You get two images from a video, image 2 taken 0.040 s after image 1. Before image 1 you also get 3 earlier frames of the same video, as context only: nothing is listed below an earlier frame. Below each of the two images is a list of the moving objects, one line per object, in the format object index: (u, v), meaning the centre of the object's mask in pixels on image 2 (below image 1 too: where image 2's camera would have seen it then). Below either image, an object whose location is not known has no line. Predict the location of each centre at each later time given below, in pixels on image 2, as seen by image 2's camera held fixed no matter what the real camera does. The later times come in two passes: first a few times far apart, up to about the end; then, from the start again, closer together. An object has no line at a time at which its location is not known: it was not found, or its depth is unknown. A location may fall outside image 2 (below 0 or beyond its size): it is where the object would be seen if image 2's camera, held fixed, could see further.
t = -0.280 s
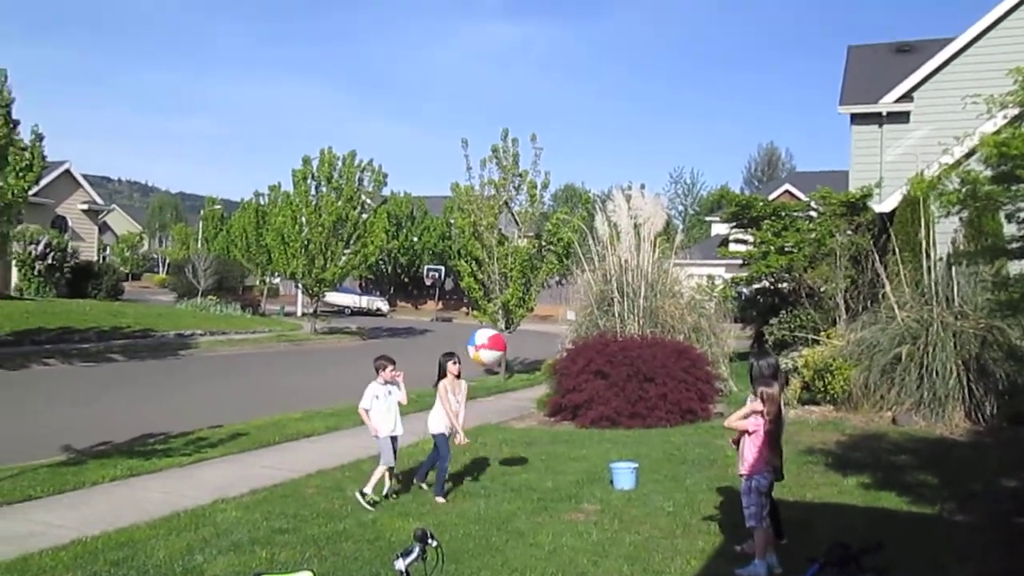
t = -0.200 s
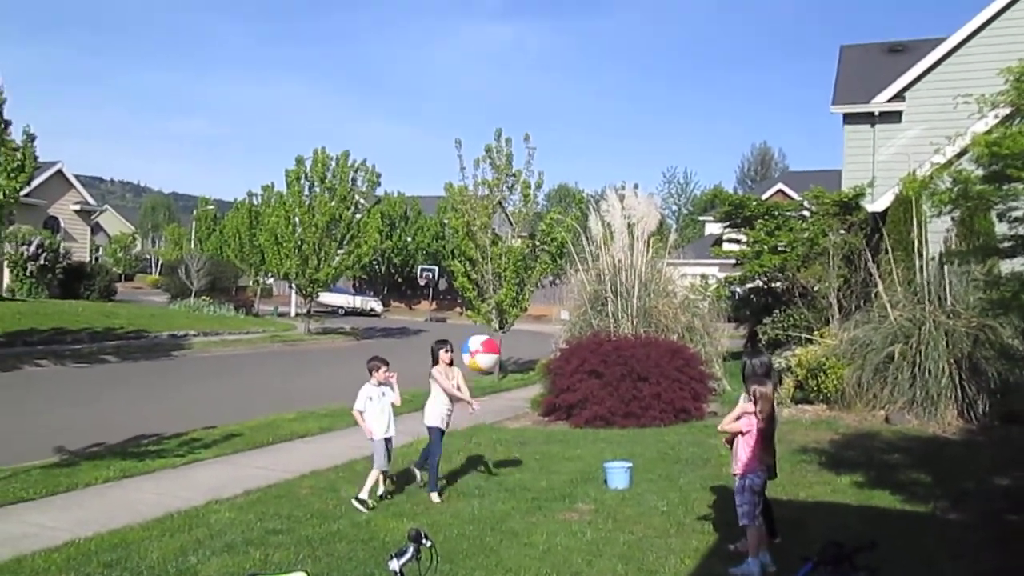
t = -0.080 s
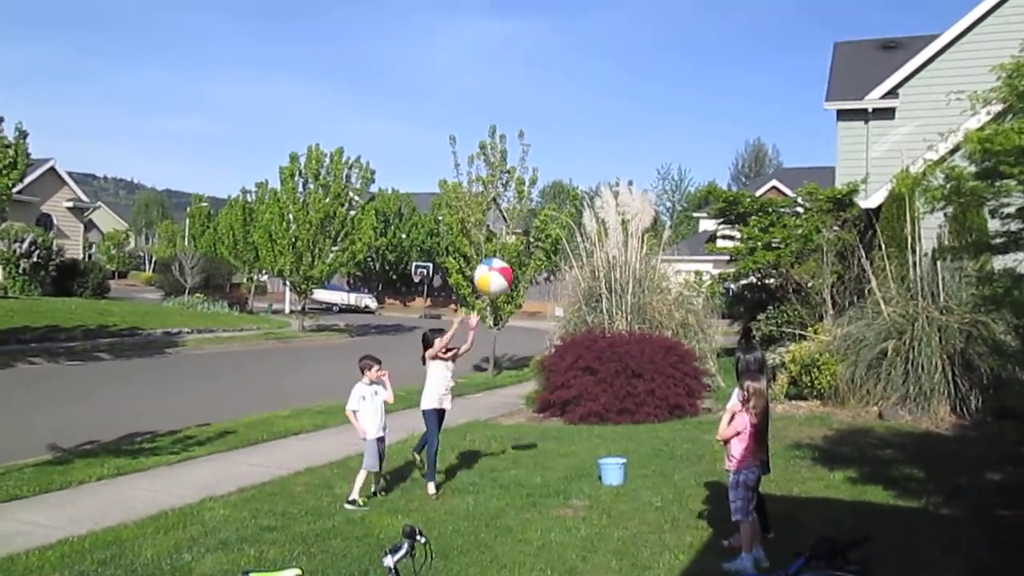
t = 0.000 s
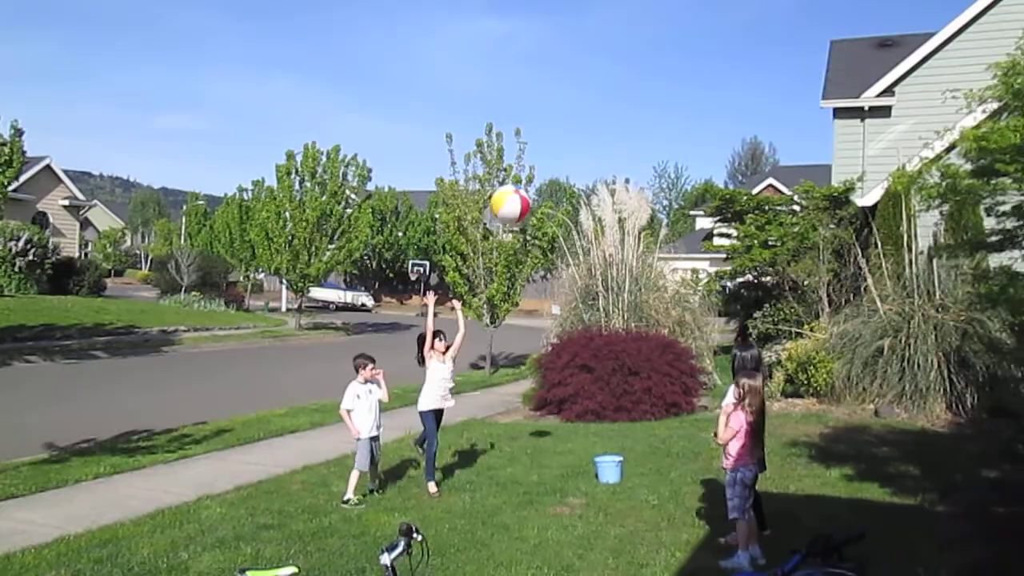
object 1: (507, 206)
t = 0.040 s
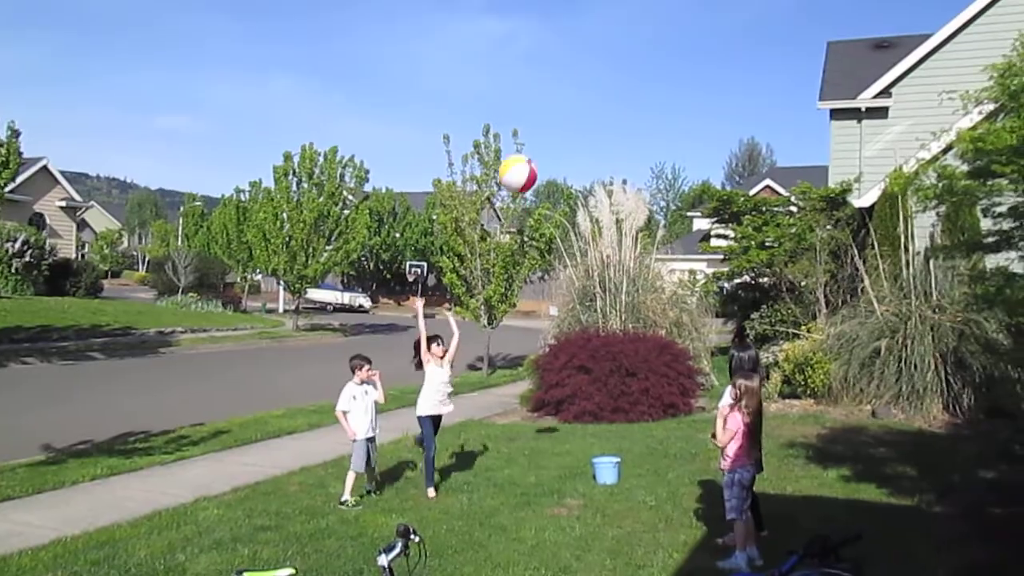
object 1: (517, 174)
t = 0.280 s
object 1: (569, 32)
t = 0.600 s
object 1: (613, -55)
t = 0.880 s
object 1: (640, -58)
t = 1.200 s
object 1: (663, 14)
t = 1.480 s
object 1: (672, 130)
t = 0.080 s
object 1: (528, 144)
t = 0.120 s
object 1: (538, 118)
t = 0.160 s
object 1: (546, 93)
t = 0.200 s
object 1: (554, 71)
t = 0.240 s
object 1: (562, 50)
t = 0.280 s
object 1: (569, 32)
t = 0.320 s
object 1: (575, 15)
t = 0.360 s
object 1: (581, 0)
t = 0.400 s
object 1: (587, -13)
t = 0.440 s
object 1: (593, -24)
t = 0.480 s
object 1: (598, -34)
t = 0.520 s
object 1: (603, -42)
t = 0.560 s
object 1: (608, -49)
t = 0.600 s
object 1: (613, -55)
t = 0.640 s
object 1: (617, -60)
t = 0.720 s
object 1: (626, -64)
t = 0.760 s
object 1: (630, -64)
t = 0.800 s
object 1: (633, -63)
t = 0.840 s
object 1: (636, -61)
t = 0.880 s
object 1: (640, -58)
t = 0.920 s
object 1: (643, -54)
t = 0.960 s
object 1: (647, -48)
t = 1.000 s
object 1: (650, -41)
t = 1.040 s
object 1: (653, -32)
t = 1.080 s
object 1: (656, -22)
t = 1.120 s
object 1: (658, -11)
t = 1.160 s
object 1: (661, 1)
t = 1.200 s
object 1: (663, 14)
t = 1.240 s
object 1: (665, 28)
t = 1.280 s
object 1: (667, 43)
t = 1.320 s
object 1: (669, 59)
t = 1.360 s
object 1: (671, 75)
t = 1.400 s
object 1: (672, 93)
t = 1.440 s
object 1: (672, 111)
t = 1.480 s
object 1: (672, 130)
